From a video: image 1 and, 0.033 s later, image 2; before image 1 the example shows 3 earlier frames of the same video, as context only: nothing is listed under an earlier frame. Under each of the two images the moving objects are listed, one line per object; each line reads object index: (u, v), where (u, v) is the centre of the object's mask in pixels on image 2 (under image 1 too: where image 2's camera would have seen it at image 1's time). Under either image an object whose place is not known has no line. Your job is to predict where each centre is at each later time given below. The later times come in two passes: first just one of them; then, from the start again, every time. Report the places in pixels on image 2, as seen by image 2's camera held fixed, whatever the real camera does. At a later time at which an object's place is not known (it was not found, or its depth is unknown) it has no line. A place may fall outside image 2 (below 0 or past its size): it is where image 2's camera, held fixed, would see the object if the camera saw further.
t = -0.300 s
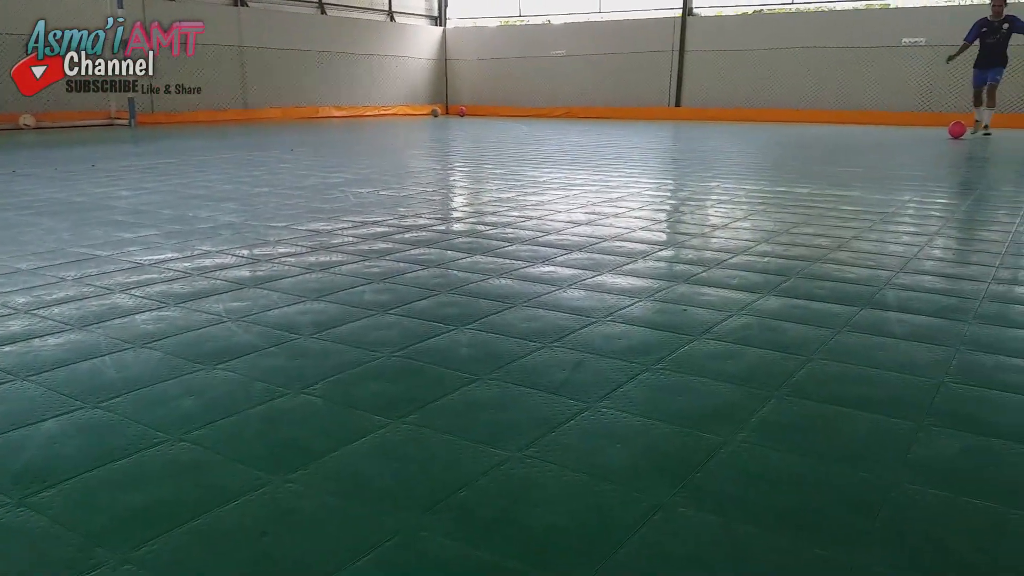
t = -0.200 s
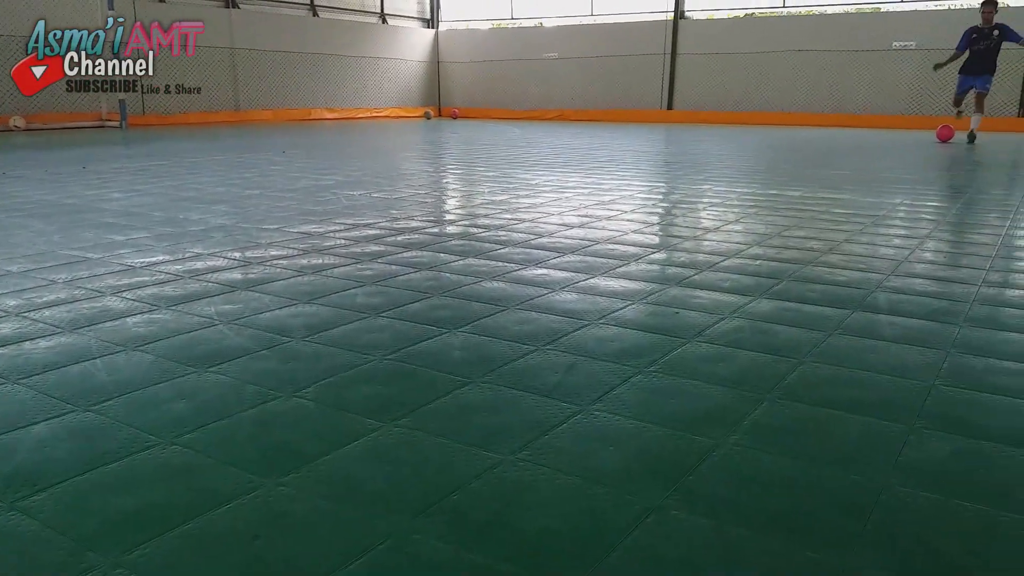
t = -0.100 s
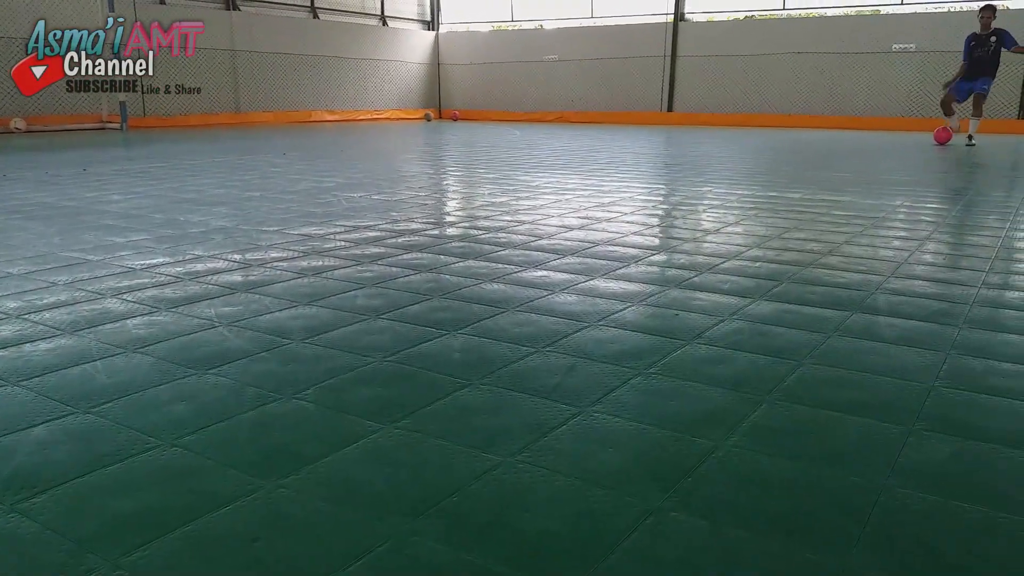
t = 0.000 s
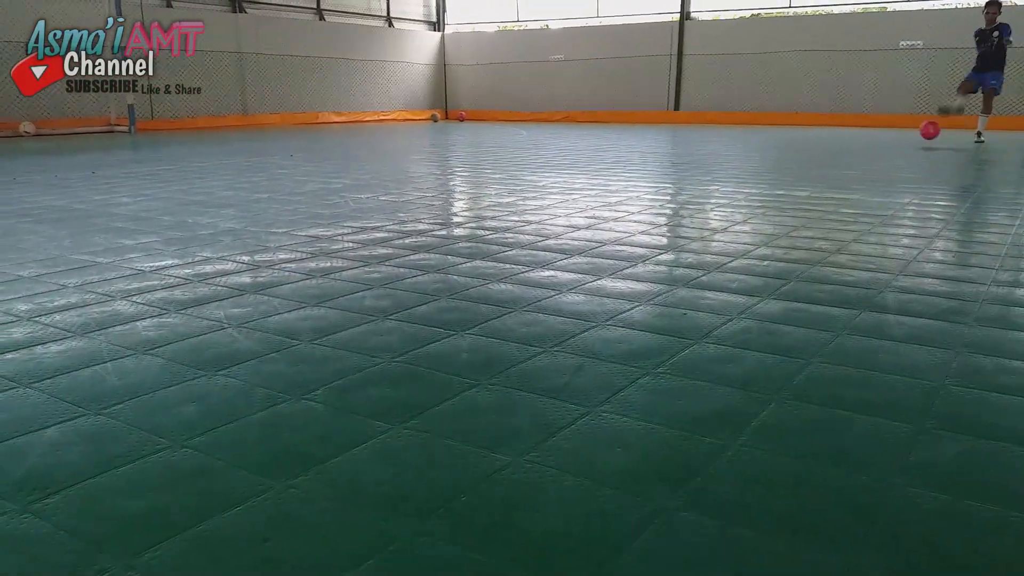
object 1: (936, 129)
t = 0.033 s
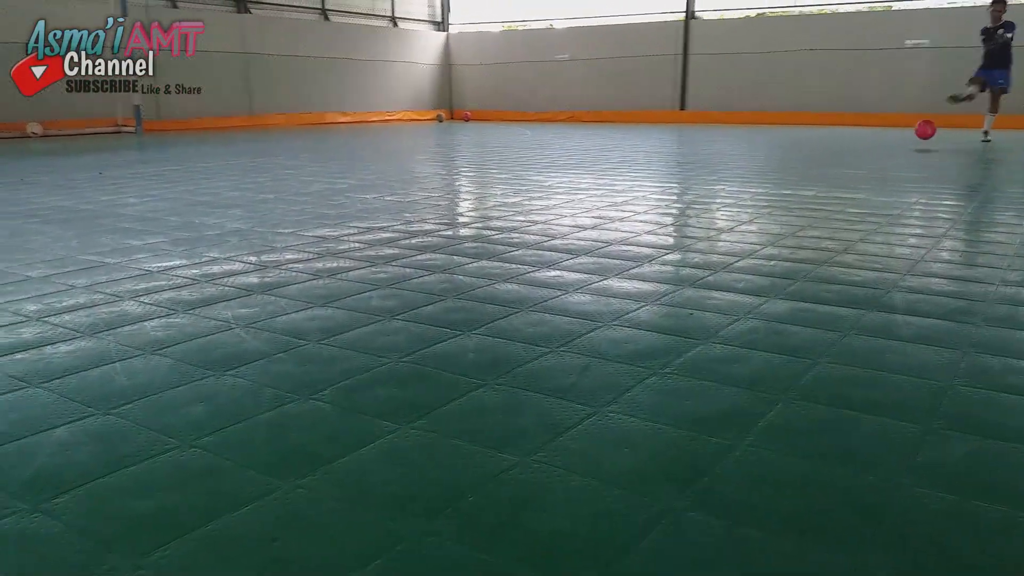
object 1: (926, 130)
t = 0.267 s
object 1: (819, 153)
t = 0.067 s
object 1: (914, 131)
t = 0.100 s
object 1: (901, 133)
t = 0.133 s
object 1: (888, 137)
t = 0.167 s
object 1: (872, 142)
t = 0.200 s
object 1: (855, 150)
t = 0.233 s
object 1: (837, 151)
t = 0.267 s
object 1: (819, 153)
